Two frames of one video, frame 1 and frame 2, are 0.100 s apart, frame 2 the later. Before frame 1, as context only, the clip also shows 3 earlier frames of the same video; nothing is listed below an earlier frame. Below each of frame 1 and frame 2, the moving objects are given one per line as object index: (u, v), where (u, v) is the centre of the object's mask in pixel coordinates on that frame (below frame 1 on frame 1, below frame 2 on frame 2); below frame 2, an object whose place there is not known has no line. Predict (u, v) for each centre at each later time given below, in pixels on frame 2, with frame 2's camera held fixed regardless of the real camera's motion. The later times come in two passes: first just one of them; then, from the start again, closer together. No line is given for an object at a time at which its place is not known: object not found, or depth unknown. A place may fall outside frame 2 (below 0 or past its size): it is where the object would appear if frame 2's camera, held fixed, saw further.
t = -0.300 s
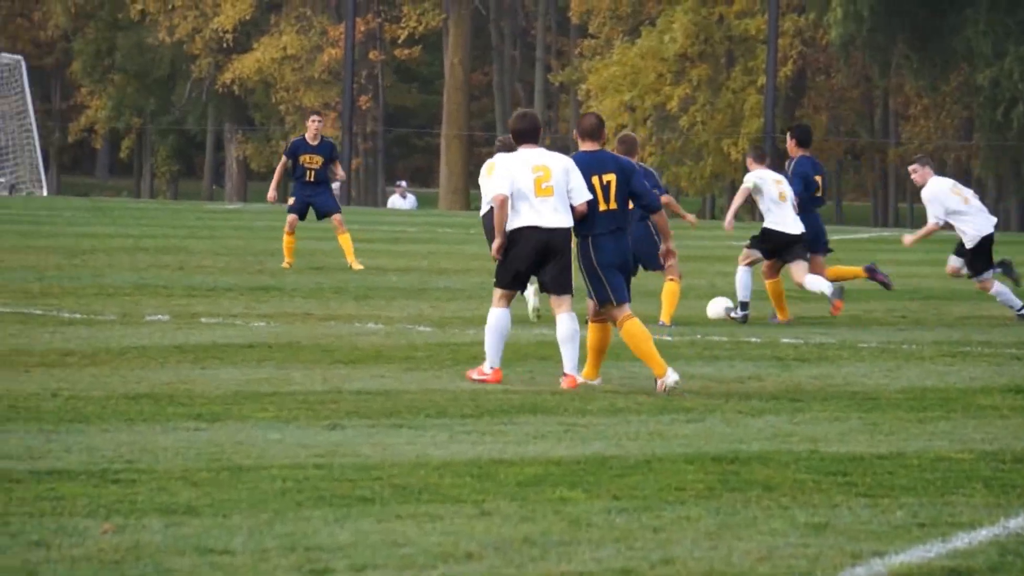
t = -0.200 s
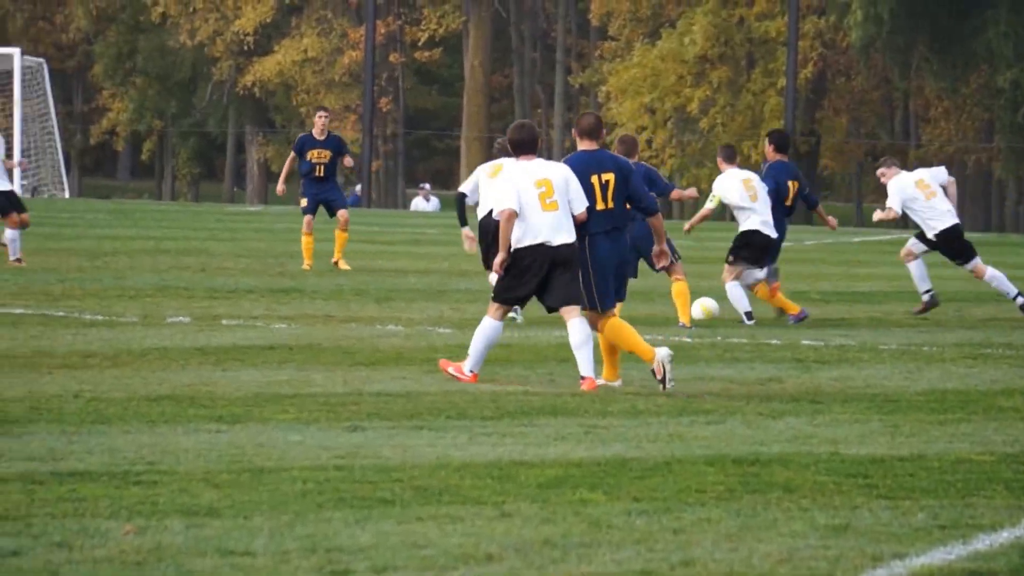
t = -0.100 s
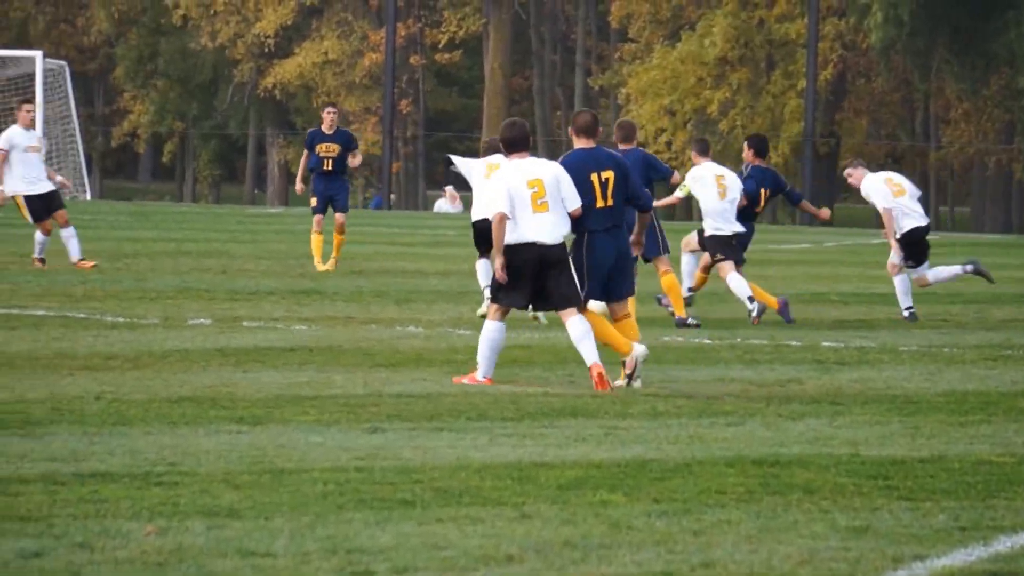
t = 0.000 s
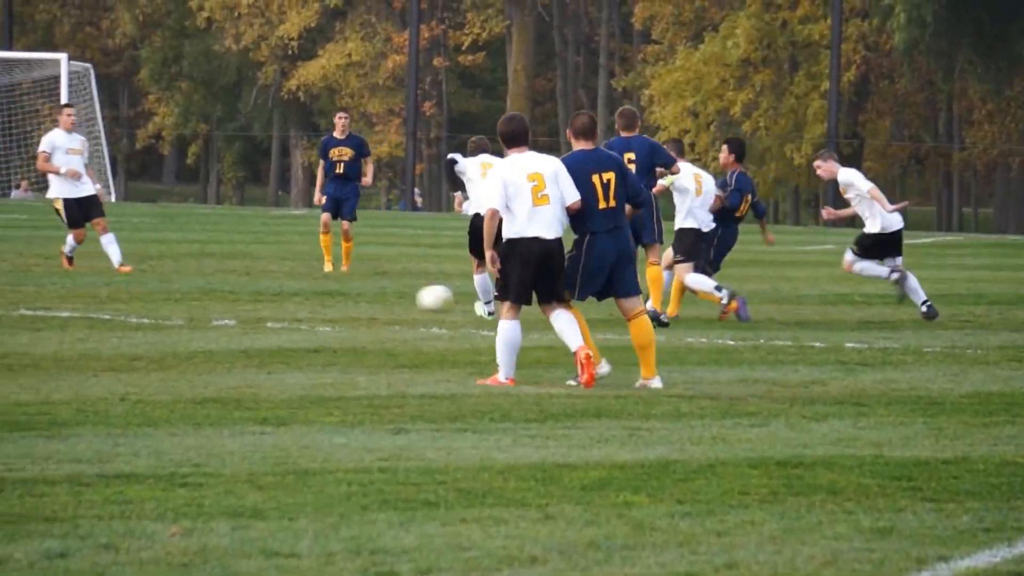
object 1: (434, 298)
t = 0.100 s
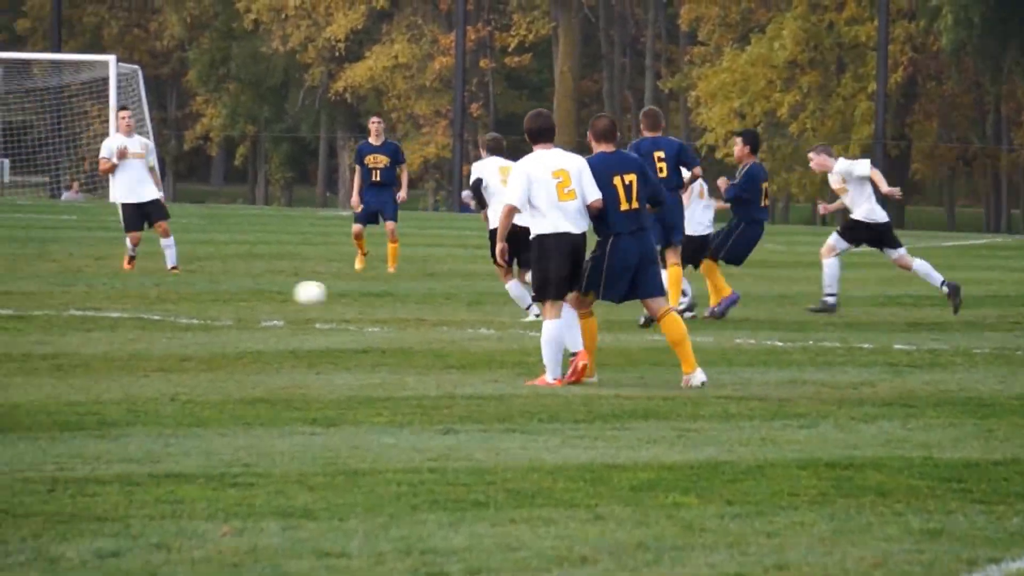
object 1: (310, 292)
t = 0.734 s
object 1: (-502, 242)
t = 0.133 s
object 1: (259, 288)
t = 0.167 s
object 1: (208, 286)
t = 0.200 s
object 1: (156, 284)
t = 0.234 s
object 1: (105, 283)
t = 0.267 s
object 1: (54, 283)
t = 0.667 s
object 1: (-428, 253)
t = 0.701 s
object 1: (-465, 247)
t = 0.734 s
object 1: (-502, 242)
